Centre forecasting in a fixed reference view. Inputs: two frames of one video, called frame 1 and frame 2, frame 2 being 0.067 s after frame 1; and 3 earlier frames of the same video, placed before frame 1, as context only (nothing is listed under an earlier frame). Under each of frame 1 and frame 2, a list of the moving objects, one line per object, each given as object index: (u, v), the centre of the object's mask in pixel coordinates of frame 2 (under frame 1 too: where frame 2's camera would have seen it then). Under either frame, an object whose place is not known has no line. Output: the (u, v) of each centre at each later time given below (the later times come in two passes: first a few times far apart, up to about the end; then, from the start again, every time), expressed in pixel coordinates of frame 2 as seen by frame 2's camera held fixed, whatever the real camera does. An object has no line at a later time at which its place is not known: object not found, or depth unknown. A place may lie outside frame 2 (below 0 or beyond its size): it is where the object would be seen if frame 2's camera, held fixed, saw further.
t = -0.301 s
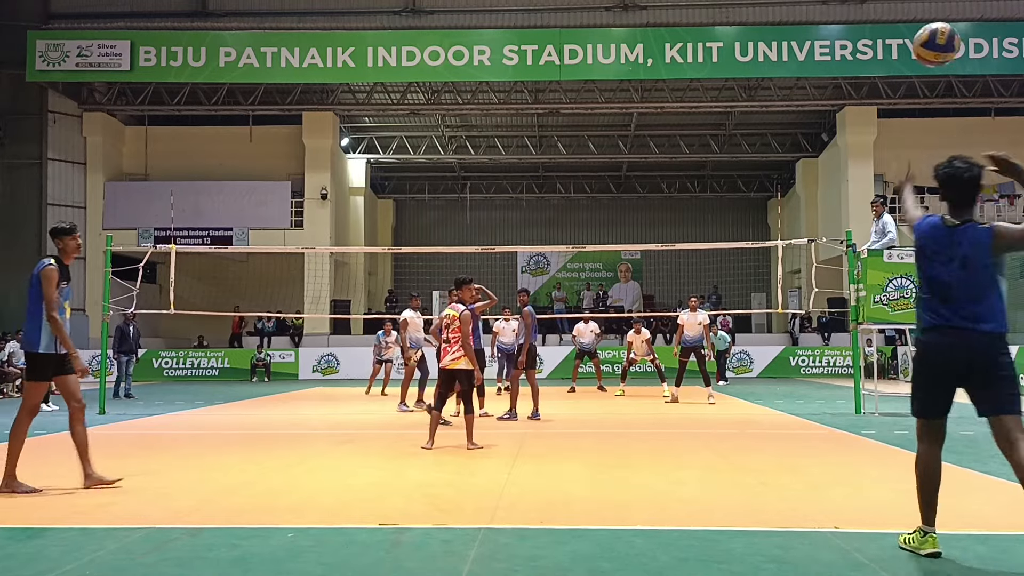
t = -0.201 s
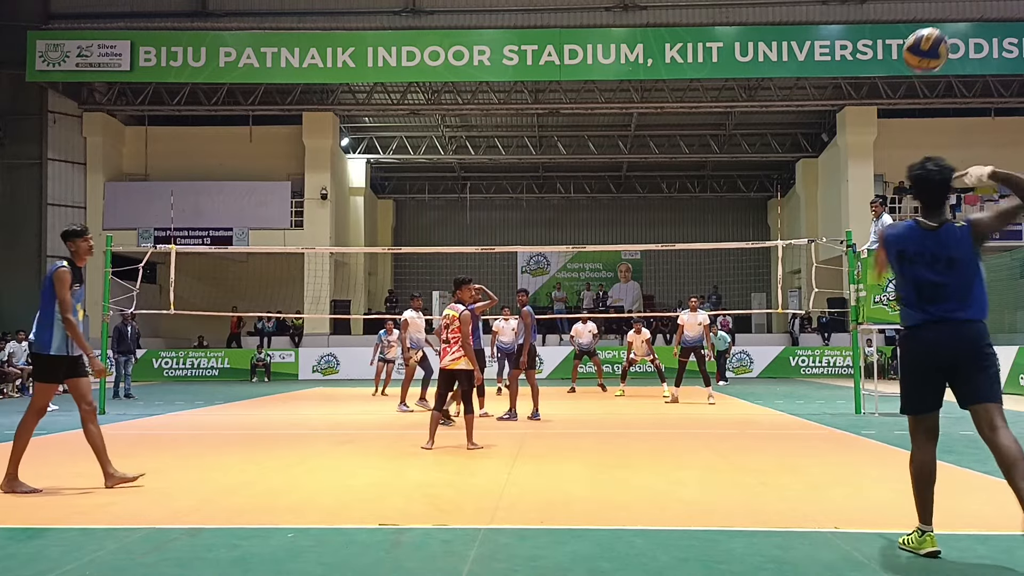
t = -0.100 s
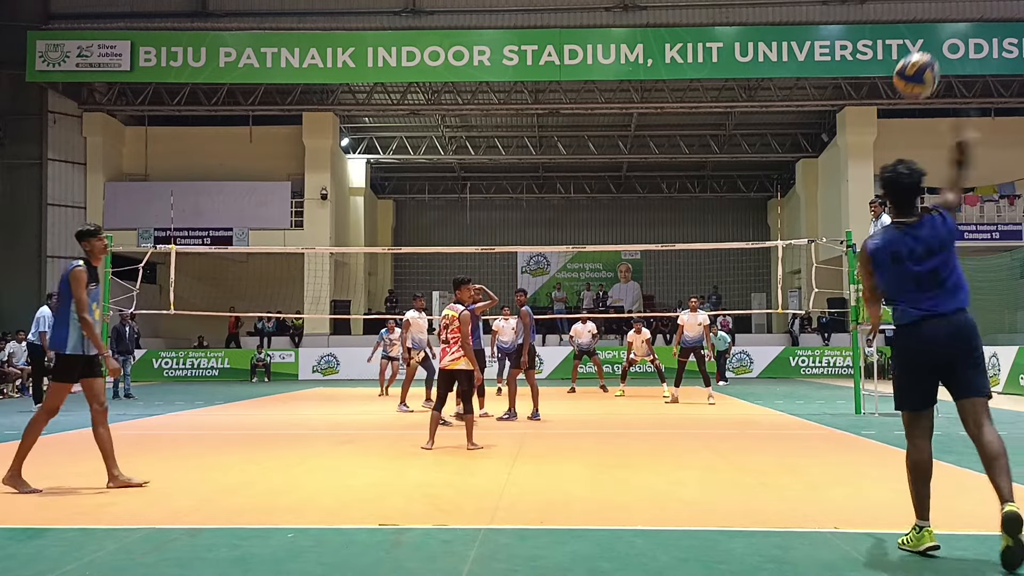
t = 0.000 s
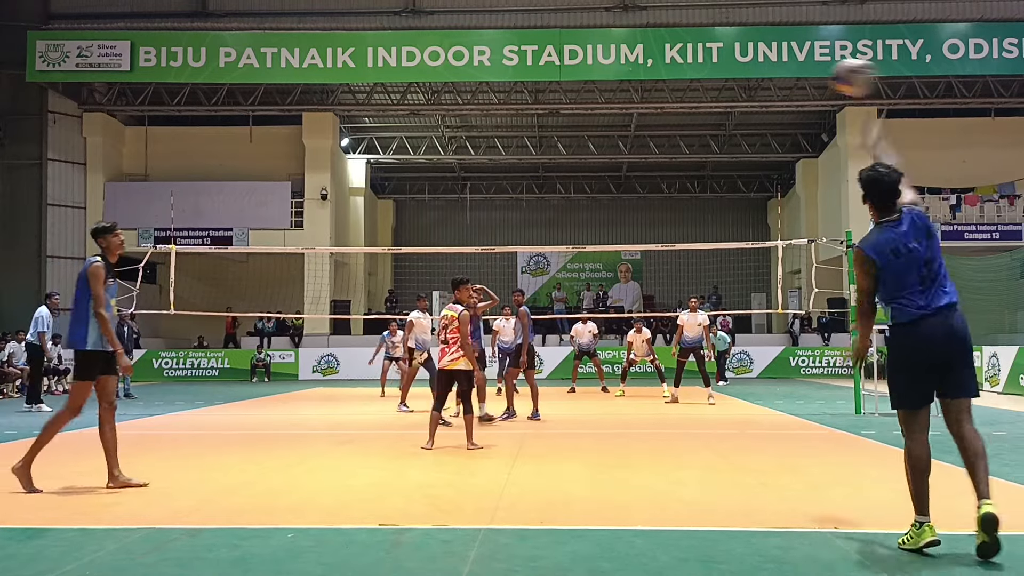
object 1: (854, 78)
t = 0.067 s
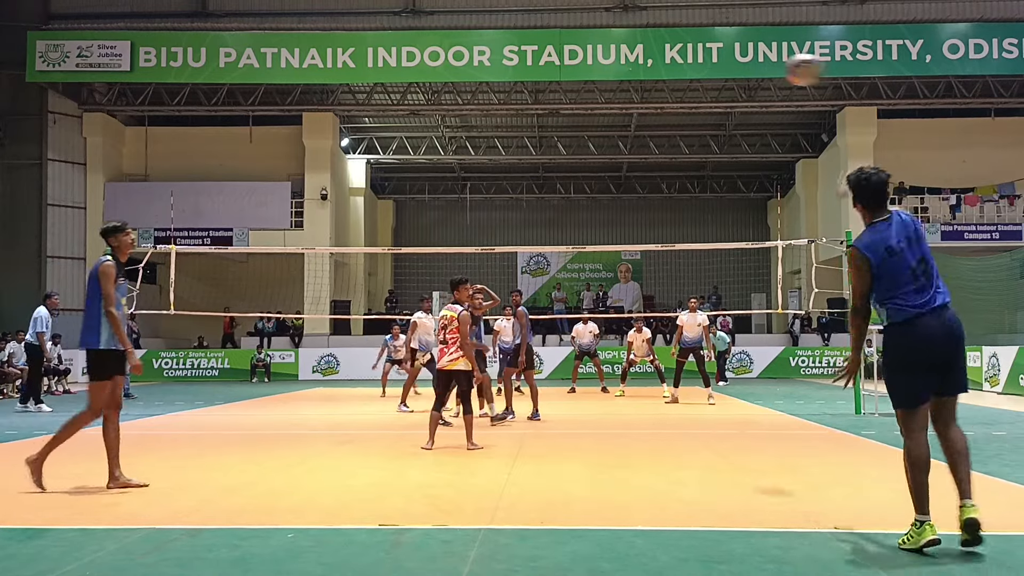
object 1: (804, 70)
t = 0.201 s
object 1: (739, 71)
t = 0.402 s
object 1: (682, 98)
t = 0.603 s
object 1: (644, 140)
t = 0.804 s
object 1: (620, 191)
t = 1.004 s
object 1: (607, 241)
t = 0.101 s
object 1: (784, 69)
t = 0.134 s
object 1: (767, 68)
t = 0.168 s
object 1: (752, 69)
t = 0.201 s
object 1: (739, 71)
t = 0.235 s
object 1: (728, 73)
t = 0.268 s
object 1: (717, 77)
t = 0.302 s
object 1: (707, 82)
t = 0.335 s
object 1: (698, 87)
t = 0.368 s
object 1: (690, 92)
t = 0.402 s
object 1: (682, 98)
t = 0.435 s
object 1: (675, 104)
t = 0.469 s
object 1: (668, 110)
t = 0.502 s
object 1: (661, 117)
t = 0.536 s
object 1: (655, 124)
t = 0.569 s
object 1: (649, 132)
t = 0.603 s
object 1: (644, 140)
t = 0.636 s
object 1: (640, 148)
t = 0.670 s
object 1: (635, 157)
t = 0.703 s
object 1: (631, 166)
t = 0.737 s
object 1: (627, 174)
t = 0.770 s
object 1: (624, 183)
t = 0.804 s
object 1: (620, 191)
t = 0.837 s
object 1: (618, 200)
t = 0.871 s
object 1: (615, 208)
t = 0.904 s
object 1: (613, 217)
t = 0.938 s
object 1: (610, 226)
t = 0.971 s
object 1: (609, 235)
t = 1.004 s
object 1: (607, 241)
